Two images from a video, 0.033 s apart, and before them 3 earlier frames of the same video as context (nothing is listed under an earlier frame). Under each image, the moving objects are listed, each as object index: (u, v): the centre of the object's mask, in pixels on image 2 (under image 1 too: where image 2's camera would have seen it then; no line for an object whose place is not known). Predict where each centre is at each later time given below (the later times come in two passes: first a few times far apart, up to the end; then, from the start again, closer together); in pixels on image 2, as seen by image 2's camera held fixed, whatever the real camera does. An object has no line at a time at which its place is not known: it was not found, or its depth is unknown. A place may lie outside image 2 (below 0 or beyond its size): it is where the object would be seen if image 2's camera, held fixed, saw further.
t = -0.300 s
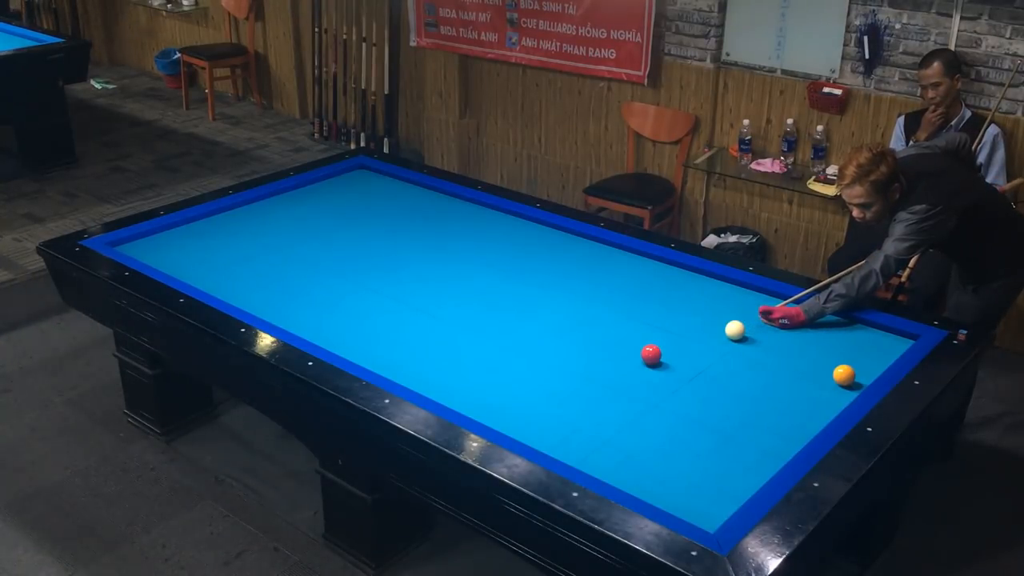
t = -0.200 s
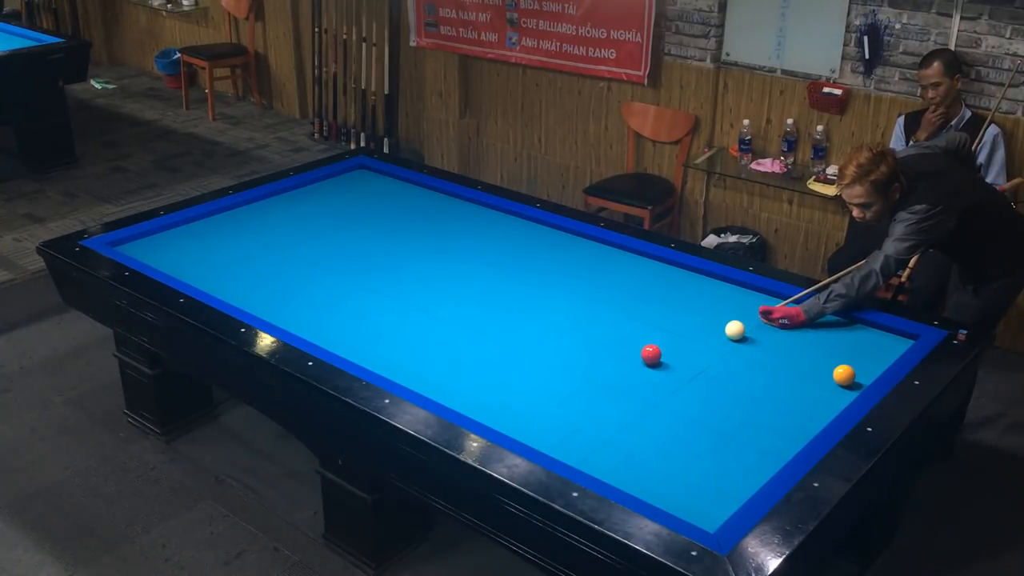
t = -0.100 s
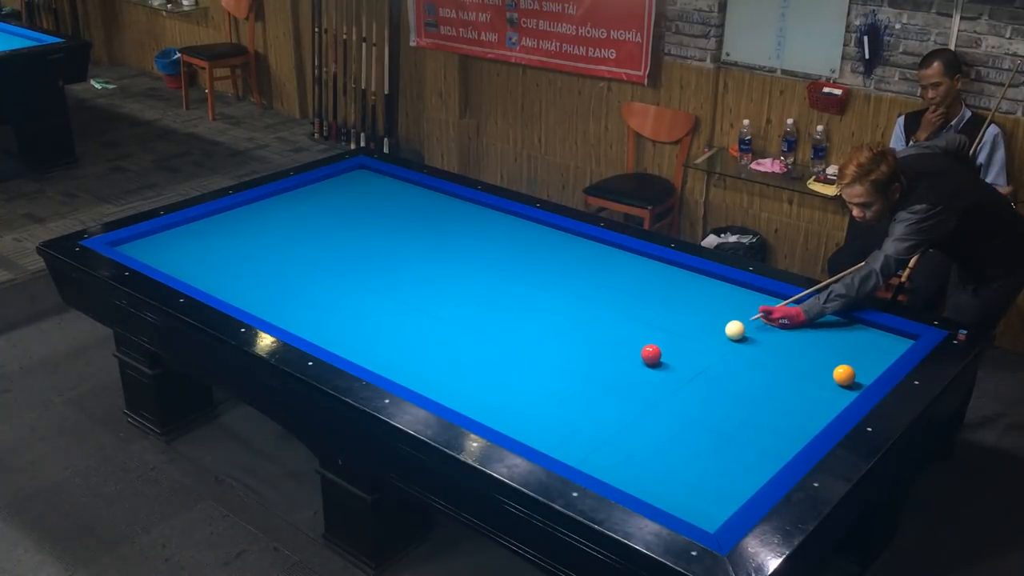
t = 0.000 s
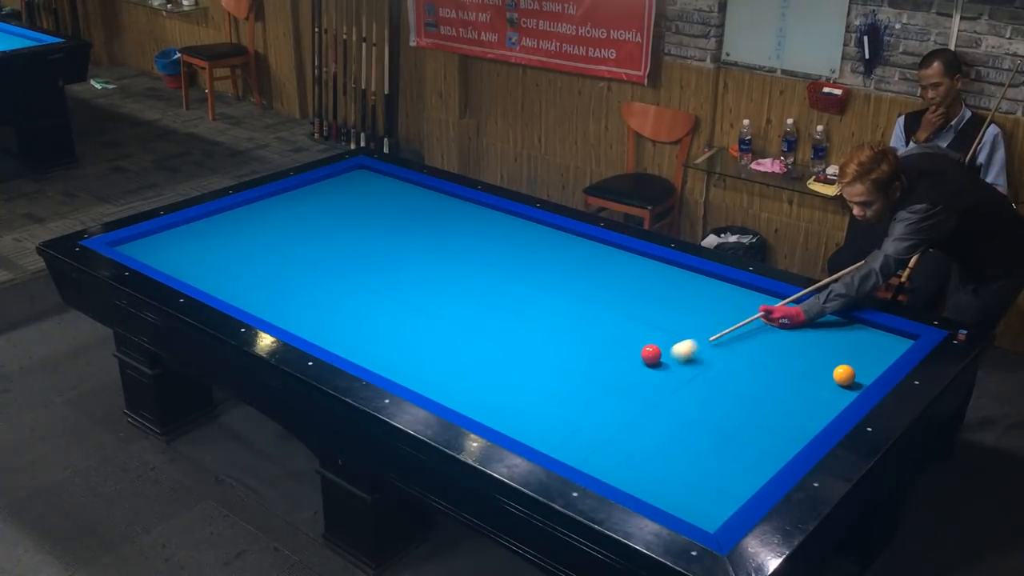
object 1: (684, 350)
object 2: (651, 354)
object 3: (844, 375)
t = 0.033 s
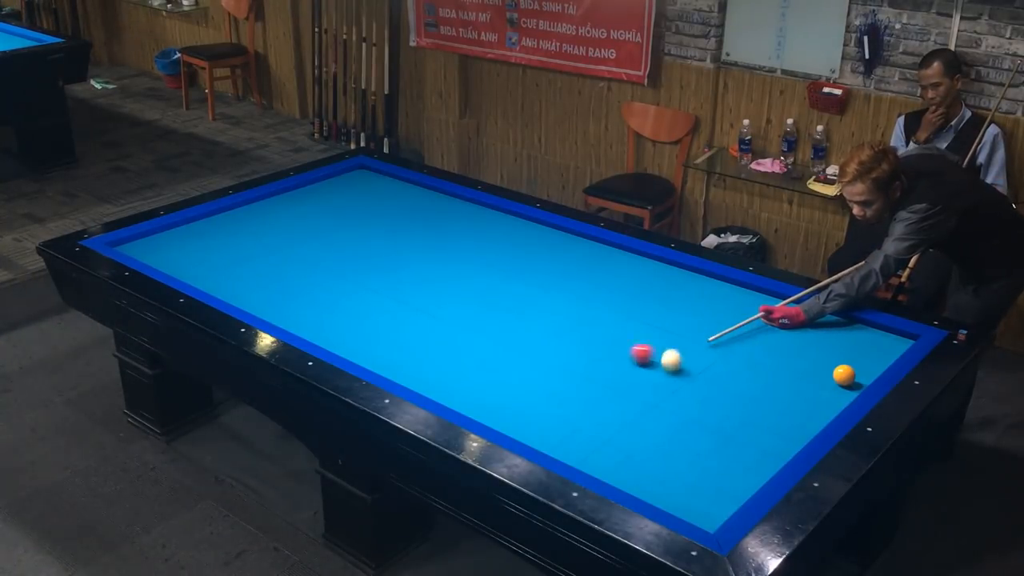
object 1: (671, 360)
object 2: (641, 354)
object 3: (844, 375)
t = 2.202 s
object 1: (864, 362)
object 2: (232, 213)
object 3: (819, 347)
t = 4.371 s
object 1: (852, 334)
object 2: (499, 225)
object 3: (756, 296)
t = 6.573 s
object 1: (844, 336)
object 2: (603, 270)
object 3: (733, 296)
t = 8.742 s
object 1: (844, 336)
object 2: (645, 306)
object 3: (733, 296)
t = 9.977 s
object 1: (844, 337)
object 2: (654, 313)
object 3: (732, 296)
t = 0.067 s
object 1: (670, 371)
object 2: (622, 352)
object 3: (844, 375)
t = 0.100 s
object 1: (668, 382)
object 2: (602, 351)
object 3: (844, 375)
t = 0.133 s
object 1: (667, 394)
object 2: (584, 350)
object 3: (844, 375)
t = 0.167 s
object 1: (665, 404)
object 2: (567, 349)
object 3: (844, 375)
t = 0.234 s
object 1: (661, 426)
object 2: (535, 346)
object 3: (844, 375)
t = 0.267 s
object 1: (658, 437)
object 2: (520, 345)
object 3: (844, 375)
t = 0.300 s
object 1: (655, 448)
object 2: (505, 344)
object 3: (844, 375)
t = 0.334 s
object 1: (652, 459)
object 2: (491, 343)
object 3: (844, 375)
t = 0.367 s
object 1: (649, 470)
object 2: (477, 342)
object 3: (844, 375)
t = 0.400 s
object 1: (646, 482)
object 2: (463, 341)
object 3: (844, 375)
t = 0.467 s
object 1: (651, 489)
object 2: (435, 340)
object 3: (844, 375)
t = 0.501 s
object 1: (659, 484)
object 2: (421, 339)
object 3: (844, 375)
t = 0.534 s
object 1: (668, 478)
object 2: (407, 338)
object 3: (844, 375)
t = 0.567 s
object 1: (676, 473)
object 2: (394, 337)
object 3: (844, 375)
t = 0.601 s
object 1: (684, 469)
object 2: (380, 336)
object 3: (844, 375)
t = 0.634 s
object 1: (691, 465)
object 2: (366, 335)
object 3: (844, 375)
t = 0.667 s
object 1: (697, 461)
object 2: (353, 334)
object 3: (844, 375)
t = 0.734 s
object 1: (710, 455)
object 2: (326, 332)
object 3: (844, 375)
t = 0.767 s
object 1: (716, 452)
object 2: (313, 330)
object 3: (844, 375)
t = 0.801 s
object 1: (723, 449)
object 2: (300, 328)
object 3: (844, 375)
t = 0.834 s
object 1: (729, 446)
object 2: (292, 325)
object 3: (844, 375)
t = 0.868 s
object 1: (735, 443)
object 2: (290, 322)
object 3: (844, 375)
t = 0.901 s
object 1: (741, 440)
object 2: (288, 319)
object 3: (844, 375)
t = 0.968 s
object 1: (752, 435)
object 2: (284, 311)
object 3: (844, 375)
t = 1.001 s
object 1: (758, 432)
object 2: (281, 307)
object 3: (844, 375)
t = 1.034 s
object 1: (764, 429)
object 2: (279, 304)
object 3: (844, 375)
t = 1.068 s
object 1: (770, 426)
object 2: (276, 300)
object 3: (844, 375)
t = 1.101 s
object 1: (775, 423)
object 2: (274, 297)
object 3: (844, 375)
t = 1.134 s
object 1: (781, 421)
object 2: (271, 293)
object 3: (844, 375)
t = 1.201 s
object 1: (792, 415)
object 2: (267, 287)
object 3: (844, 375)
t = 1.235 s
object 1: (797, 413)
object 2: (265, 283)
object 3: (844, 375)
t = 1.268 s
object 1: (802, 410)
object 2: (262, 280)
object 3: (844, 375)
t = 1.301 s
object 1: (808, 408)
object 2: (260, 277)
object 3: (844, 375)
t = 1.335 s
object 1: (813, 405)
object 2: (258, 274)
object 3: (844, 375)
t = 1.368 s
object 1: (818, 403)
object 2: (256, 271)
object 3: (844, 375)
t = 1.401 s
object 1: (823, 400)
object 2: (254, 268)
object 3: (844, 375)
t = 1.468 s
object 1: (833, 396)
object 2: (250, 262)
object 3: (844, 375)
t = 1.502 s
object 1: (838, 393)
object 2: (248, 259)
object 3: (844, 374)
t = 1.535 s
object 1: (843, 391)
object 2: (246, 256)
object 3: (844, 373)
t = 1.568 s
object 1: (848, 389)
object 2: (244, 253)
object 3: (843, 372)
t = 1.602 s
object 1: (852, 386)
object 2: (242, 250)
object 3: (842, 373)
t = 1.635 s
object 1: (856, 384)
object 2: (240, 247)
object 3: (842, 373)
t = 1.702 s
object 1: (856, 381)
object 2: (237, 242)
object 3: (839, 370)
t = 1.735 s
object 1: (857, 380)
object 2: (235, 240)
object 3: (838, 369)
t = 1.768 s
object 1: (857, 379)
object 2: (233, 237)
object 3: (837, 367)
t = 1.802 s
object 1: (858, 378)
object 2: (232, 234)
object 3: (836, 366)
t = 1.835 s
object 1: (858, 376)
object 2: (230, 232)
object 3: (834, 364)
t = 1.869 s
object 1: (859, 375)
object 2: (228, 229)
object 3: (833, 362)
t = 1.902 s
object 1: (860, 373)
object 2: (227, 227)
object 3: (831, 361)
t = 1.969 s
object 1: (861, 371)
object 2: (223, 222)
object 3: (828, 358)
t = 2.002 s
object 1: (861, 370)
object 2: (222, 219)
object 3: (827, 356)
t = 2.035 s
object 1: (862, 368)
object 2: (220, 217)
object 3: (826, 354)
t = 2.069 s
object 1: (862, 367)
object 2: (219, 215)
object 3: (824, 353)
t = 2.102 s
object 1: (863, 366)
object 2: (218, 212)
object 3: (823, 351)
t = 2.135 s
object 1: (863, 364)
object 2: (222, 213)
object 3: (822, 350)
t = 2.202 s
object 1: (864, 362)
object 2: (232, 213)
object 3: (819, 347)
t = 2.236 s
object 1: (864, 361)
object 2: (236, 214)
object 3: (818, 346)
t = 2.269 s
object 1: (865, 360)
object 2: (241, 214)
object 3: (817, 345)
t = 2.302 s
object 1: (865, 358)
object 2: (246, 214)
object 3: (815, 343)
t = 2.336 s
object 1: (865, 357)
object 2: (250, 214)
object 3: (814, 342)
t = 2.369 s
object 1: (866, 356)
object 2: (254, 214)
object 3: (813, 340)
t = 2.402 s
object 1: (866, 355)
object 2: (259, 214)
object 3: (812, 339)
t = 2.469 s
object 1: (867, 353)
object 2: (267, 215)
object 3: (810, 336)
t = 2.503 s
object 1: (867, 352)
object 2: (272, 215)
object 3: (809, 335)
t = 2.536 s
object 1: (867, 350)
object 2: (276, 215)
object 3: (807, 334)
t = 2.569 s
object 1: (868, 349)
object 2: (281, 215)
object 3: (806, 333)
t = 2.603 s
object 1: (868, 348)
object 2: (285, 216)
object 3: (805, 331)
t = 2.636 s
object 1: (869, 347)
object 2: (289, 216)
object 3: (804, 330)
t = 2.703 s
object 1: (869, 345)
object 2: (298, 216)
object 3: (802, 328)
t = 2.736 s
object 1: (870, 344)
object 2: (302, 216)
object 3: (801, 326)
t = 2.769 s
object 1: (870, 343)
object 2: (307, 217)
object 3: (800, 325)
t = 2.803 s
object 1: (870, 342)
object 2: (311, 217)
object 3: (799, 324)
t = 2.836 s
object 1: (871, 341)
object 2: (315, 217)
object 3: (798, 323)
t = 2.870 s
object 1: (871, 340)
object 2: (319, 217)
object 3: (797, 322)
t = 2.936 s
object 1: (871, 338)
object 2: (328, 218)
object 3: (795, 320)
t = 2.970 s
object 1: (872, 337)
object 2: (332, 218)
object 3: (794, 319)
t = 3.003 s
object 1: (872, 336)
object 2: (336, 218)
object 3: (793, 318)
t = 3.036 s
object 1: (872, 335)
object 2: (341, 218)
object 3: (792, 317)
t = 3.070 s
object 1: (872, 334)
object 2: (345, 218)
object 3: (792, 316)
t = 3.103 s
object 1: (873, 333)
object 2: (349, 219)
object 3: (791, 314)
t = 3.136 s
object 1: (873, 332)
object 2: (353, 219)
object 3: (790, 313)
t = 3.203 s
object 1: (873, 331)
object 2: (362, 219)
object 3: (788, 311)
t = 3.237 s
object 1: (874, 330)
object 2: (366, 219)
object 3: (787, 310)
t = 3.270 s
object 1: (874, 329)
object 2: (370, 220)
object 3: (786, 309)
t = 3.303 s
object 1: (874, 328)
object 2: (374, 220)
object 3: (786, 308)
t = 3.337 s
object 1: (874, 327)
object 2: (378, 220)
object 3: (785, 307)
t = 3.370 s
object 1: (873, 328)
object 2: (382, 220)
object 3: (784, 307)
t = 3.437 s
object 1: (872, 328)
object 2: (390, 220)
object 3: (782, 305)
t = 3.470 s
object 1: (871, 328)
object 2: (394, 220)
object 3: (782, 304)
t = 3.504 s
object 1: (870, 329)
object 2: (398, 221)
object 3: (781, 303)
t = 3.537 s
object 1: (869, 329)
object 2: (403, 221)
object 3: (780, 302)
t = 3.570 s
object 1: (868, 329)
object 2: (406, 221)
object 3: (779, 301)
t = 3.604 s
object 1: (867, 329)
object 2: (410, 221)
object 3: (779, 300)
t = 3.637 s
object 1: (867, 330)
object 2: (414, 221)
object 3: (778, 299)
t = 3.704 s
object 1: (865, 330)
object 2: (423, 222)
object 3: (777, 298)
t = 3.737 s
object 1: (864, 331)
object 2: (426, 222)
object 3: (776, 297)
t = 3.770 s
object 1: (864, 331)
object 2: (430, 222)
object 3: (775, 297)
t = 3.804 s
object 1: (863, 331)
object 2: (434, 222)
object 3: (774, 296)
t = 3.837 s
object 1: (862, 331)
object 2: (438, 222)
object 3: (773, 297)
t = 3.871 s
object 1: (861, 331)
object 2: (442, 222)
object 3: (771, 296)
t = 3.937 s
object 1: (860, 332)
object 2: (450, 223)
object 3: (769, 296)
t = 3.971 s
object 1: (859, 332)
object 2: (454, 223)
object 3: (768, 296)
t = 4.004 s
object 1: (859, 332)
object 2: (457, 223)
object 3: (767, 296)
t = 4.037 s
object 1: (858, 332)
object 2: (461, 223)
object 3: (766, 296)
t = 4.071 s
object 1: (857, 333)
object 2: (465, 223)
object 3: (765, 296)
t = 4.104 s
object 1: (857, 333)
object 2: (469, 223)
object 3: (763, 296)
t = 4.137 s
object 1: (856, 333)
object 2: (473, 224)
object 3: (762, 296)
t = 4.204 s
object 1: (855, 333)
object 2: (481, 224)
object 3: (760, 296)
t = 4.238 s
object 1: (854, 333)
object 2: (484, 224)
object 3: (759, 296)
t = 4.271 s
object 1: (854, 334)
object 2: (488, 224)
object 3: (758, 296)
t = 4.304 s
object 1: (853, 334)
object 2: (492, 224)
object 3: (757, 296)
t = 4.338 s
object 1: (853, 334)
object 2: (495, 224)
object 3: (757, 296)
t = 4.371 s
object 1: (852, 334)
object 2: (499, 225)
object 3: (756, 296)
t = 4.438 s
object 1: (851, 334)
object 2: (507, 225)
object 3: (754, 296)
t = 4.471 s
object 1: (851, 334)
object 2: (511, 225)
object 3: (753, 296)
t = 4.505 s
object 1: (850, 334)
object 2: (514, 225)
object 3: (752, 296)
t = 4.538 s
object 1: (850, 335)
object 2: (518, 225)
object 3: (751, 296)
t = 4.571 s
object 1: (849, 335)
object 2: (522, 226)
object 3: (751, 296)
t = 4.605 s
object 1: (849, 335)
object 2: (526, 226)
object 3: (750, 296)
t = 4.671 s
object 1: (848, 335)
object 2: (532, 226)
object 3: (748, 296)
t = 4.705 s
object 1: (848, 335)
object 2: (536, 226)
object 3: (748, 296)
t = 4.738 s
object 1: (847, 335)
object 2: (540, 226)
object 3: (747, 296)
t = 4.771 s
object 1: (847, 335)
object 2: (544, 226)
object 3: (746, 296)
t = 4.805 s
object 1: (846, 335)
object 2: (547, 227)
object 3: (746, 296)
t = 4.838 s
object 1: (846, 336)
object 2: (550, 227)
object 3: (745, 296)
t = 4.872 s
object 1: (846, 336)
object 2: (551, 228)
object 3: (744, 296)
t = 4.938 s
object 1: (845, 336)
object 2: (554, 229)
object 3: (743, 296)
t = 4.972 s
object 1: (845, 336)
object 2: (555, 230)
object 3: (742, 296)
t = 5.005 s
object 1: (845, 336)
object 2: (556, 231)
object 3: (742, 296)
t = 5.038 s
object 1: (845, 336)
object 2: (557, 232)
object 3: (741, 296)
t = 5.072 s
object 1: (844, 336)
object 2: (558, 233)
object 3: (741, 296)
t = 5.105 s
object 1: (844, 336)
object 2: (559, 234)
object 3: (740, 296)
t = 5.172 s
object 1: (844, 336)
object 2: (561, 236)
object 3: (739, 296)
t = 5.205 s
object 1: (844, 336)
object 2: (562, 236)
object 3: (739, 296)
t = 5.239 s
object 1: (844, 336)
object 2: (563, 237)
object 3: (738, 296)
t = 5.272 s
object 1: (844, 336)
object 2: (564, 238)
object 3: (738, 296)
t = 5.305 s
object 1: (844, 336)
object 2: (565, 239)
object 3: (738, 296)
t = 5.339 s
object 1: (844, 336)
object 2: (566, 240)
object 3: (737, 296)
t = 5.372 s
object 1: (844, 336)
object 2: (567, 241)
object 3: (737, 296)
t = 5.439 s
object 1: (844, 337)
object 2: (569, 243)
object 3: (736, 296)
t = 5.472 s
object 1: (844, 337)
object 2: (570, 243)
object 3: (736, 296)
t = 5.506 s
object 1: (844, 336)
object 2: (571, 244)
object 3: (735, 296)
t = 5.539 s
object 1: (844, 337)
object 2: (572, 245)
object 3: (735, 296)
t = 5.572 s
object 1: (844, 336)
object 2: (573, 246)
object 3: (735, 296)
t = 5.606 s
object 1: (844, 337)
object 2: (575, 247)
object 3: (734, 296)
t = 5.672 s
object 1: (844, 336)
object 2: (576, 249)
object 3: (734, 296)
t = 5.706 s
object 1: (844, 337)
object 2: (578, 249)
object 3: (734, 296)
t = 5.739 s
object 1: (844, 337)
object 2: (579, 250)
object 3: (734, 296)
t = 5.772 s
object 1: (844, 337)
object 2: (580, 251)
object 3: (733, 296)
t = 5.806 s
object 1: (844, 337)
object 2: (581, 252)
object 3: (733, 296)
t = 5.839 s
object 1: (844, 337)
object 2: (582, 253)
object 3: (733, 296)
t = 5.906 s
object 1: (844, 337)
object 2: (584, 254)
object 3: (733, 296)
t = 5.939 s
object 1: (844, 337)
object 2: (585, 255)
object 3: (733, 296)
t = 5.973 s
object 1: (844, 337)
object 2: (586, 256)
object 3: (733, 296)
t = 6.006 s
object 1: (844, 337)
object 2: (586, 257)
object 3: (733, 296)
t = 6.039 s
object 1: (844, 337)
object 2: (588, 258)
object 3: (733, 296)
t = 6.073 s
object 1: (844, 337)
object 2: (589, 258)
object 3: (733, 296)
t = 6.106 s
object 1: (844, 337)
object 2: (589, 259)
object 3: (733, 296)
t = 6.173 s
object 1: (844, 337)
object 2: (591, 261)
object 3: (733, 296)
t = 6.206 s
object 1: (844, 337)
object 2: (592, 262)
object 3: (733, 296)
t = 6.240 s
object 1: (844, 337)
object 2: (593, 262)
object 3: (733, 296)
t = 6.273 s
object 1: (844, 337)
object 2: (594, 263)
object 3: (733, 296)
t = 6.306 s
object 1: (844, 337)
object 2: (595, 264)
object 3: (733, 296)
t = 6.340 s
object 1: (844, 337)
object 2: (596, 265)
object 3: (733, 296)
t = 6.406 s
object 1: (844, 336)
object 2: (598, 266)
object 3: (733, 296)
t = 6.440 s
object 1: (844, 336)
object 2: (599, 267)
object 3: (732, 296)
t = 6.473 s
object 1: (844, 336)
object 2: (600, 268)
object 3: (732, 296)
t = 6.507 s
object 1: (844, 336)
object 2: (601, 268)
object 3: (733, 296)
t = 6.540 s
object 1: (844, 336)
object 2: (602, 269)
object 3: (733, 296)
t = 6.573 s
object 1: (844, 336)
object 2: (603, 270)
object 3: (733, 296)
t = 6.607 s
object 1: (844, 336)
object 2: (604, 271)
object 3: (733, 296)
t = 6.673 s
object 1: (844, 336)
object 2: (605, 272)
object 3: (733, 296)
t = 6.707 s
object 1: (844, 336)
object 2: (606, 273)
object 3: (732, 296)
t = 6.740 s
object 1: (844, 336)
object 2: (607, 274)
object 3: (733, 296)
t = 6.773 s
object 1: (844, 336)
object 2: (608, 274)
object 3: (732, 296)
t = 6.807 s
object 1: (844, 336)
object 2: (609, 275)
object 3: (732, 296)
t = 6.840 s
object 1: (844, 336)
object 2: (610, 276)
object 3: (732, 296)
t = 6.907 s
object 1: (844, 336)
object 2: (611, 277)
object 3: (732, 296)
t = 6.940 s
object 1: (844, 336)
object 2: (612, 278)
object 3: (733, 296)
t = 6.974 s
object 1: (844, 336)
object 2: (613, 278)
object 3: (733, 296)
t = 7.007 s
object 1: (844, 336)
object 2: (614, 279)
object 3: (733, 296)
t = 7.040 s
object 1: (844, 336)
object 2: (615, 280)
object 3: (733, 296)
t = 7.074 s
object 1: (844, 336)
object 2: (616, 280)
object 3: (733, 296)
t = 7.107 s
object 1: (844, 336)
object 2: (616, 281)
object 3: (733, 296)
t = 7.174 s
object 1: (844, 336)
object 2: (618, 282)
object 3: (733, 296)
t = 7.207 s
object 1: (844, 336)
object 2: (619, 283)
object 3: (733, 296)
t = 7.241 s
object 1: (844, 336)
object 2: (619, 284)
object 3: (733, 296)
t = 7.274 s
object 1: (844, 336)
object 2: (620, 284)
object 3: (733, 296)
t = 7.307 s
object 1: (844, 336)
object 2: (621, 285)
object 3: (733, 296)
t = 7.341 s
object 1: (844, 336)
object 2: (622, 285)
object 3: (733, 296)
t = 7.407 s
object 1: (844, 336)
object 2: (623, 287)
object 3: (733, 296)
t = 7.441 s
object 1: (844, 337)
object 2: (624, 287)
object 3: (733, 296)
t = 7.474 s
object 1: (844, 336)
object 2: (625, 288)
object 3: (733, 296)
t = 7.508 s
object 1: (844, 337)
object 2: (625, 289)
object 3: (732, 296)
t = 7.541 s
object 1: (844, 337)
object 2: (626, 289)
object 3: (732, 296)
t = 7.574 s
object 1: (844, 337)
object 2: (627, 290)
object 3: (732, 296)
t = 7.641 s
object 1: (844, 337)
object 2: (628, 291)
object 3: (732, 296)
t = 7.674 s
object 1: (844, 336)
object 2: (629, 291)
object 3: (732, 296)
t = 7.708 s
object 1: (844, 336)
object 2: (629, 292)
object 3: (732, 296)
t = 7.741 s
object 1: (844, 336)
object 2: (630, 293)
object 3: (732, 296)
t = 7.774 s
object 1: (844, 337)
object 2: (631, 293)
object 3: (732, 296)
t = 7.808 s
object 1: (844, 336)
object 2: (631, 294)
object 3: (732, 296)
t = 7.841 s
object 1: (844, 336)
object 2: (632, 294)
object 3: (732, 296)
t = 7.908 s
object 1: (844, 336)
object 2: (633, 295)
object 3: (732, 296)
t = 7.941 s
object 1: (844, 336)
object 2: (634, 296)
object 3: (732, 296)
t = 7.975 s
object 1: (844, 336)
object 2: (634, 296)
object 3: (732, 296)
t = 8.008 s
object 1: (844, 336)
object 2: (635, 297)
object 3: (732, 296)
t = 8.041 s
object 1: (844, 336)
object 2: (636, 297)
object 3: (732, 296)
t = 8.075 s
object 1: (844, 336)
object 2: (636, 298)
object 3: (732, 296)
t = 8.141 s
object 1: (844, 336)
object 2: (637, 299)
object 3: (732, 296)
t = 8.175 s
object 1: (844, 336)
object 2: (638, 299)
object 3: (732, 296)
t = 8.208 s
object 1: (844, 336)
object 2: (638, 300)
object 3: (732, 296)
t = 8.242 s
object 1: (844, 336)
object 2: (639, 300)
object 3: (732, 296)
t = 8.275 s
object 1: (844, 336)
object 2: (639, 301)
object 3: (732, 296)
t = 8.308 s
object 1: (844, 336)
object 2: (640, 301)
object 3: (732, 296)
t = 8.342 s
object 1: (844, 336)
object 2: (640, 301)
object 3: (733, 296)
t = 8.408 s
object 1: (844, 336)
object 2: (641, 303)
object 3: (733, 296)
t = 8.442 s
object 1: (844, 336)
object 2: (642, 303)
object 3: (732, 296)
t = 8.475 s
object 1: (844, 336)
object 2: (642, 303)
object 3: (733, 296)
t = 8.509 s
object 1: (844, 336)
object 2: (642, 304)
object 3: (732, 296)
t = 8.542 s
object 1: (844, 336)
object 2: (643, 304)
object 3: (732, 296)
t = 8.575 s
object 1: (844, 336)
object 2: (643, 304)
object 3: (733, 296)
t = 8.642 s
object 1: (844, 336)
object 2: (644, 305)
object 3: (732, 296)
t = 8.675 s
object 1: (844, 336)
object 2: (645, 306)
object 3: (733, 296)
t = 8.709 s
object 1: (844, 336)
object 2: (645, 306)
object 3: (732, 296)
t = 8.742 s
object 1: (844, 336)
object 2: (645, 306)
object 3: (733, 296)
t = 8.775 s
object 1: (844, 336)
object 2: (646, 307)
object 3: (733, 296)
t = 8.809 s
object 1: (844, 337)
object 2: (646, 307)
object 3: (733, 296)
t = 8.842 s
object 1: (844, 337)
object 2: (646, 307)
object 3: (732, 296)
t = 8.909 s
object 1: (844, 337)
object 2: (647, 308)
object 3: (732, 296)
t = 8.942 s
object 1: (844, 337)
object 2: (647, 308)
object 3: (732, 296)
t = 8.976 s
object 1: (844, 337)
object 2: (648, 309)
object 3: (732, 296)
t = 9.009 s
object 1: (844, 337)
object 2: (648, 309)
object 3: (732, 296)
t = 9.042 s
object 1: (844, 337)
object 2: (648, 309)
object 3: (732, 296)
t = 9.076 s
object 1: (844, 337)
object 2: (649, 309)
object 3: (732, 296)
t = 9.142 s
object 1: (844, 337)
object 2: (649, 310)
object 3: (732, 296)
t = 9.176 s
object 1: (844, 336)
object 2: (650, 310)
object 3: (732, 296)
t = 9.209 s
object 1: (844, 336)
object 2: (650, 310)
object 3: (732, 296)
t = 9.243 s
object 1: (844, 337)
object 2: (650, 311)
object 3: (732, 296)
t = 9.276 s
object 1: (844, 337)
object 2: (651, 311)
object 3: (732, 296)
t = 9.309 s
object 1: (844, 337)
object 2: (651, 311)
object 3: (732, 296)
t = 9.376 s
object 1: (844, 337)
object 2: (651, 311)
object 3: (732, 296)
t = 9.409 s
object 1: (844, 336)
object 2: (652, 311)
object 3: (732, 296)
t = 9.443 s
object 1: (844, 337)
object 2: (652, 312)
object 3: (732, 296)
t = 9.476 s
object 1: (844, 337)
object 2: (652, 312)
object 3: (732, 296)
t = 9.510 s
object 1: (844, 337)
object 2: (652, 312)
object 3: (732, 296)
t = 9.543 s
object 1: (844, 337)
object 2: (653, 312)
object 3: (732, 296)
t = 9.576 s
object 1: (844, 337)
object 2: (653, 312)
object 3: (732, 296)
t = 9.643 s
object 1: (844, 337)
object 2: (653, 312)
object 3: (732, 296)
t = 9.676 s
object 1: (844, 337)
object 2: (653, 312)
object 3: (732, 296)
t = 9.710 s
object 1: (844, 337)
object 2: (654, 312)
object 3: (732, 296)
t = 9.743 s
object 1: (844, 337)
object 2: (654, 312)
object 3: (732, 296)
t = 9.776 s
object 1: (844, 337)
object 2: (654, 312)
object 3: (732, 296)
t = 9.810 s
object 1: (844, 337)
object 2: (654, 312)
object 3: (732, 296)
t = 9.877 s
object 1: (844, 337)
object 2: (654, 313)
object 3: (732, 296)
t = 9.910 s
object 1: (844, 337)
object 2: (654, 313)
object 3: (732, 296)
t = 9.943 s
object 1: (844, 337)
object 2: (655, 313)
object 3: (732, 296)
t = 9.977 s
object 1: (844, 337)
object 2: (654, 313)
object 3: (732, 296)
